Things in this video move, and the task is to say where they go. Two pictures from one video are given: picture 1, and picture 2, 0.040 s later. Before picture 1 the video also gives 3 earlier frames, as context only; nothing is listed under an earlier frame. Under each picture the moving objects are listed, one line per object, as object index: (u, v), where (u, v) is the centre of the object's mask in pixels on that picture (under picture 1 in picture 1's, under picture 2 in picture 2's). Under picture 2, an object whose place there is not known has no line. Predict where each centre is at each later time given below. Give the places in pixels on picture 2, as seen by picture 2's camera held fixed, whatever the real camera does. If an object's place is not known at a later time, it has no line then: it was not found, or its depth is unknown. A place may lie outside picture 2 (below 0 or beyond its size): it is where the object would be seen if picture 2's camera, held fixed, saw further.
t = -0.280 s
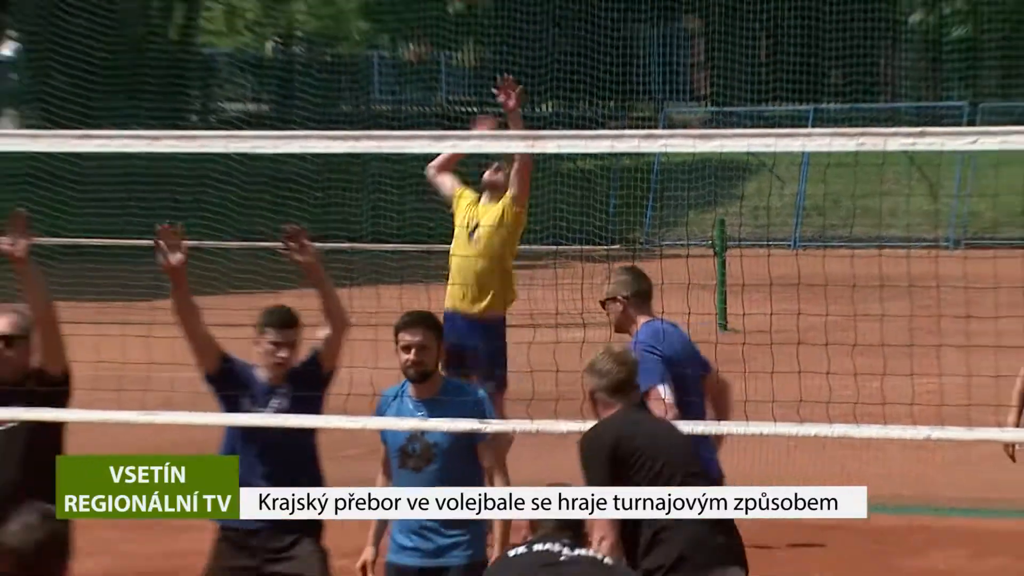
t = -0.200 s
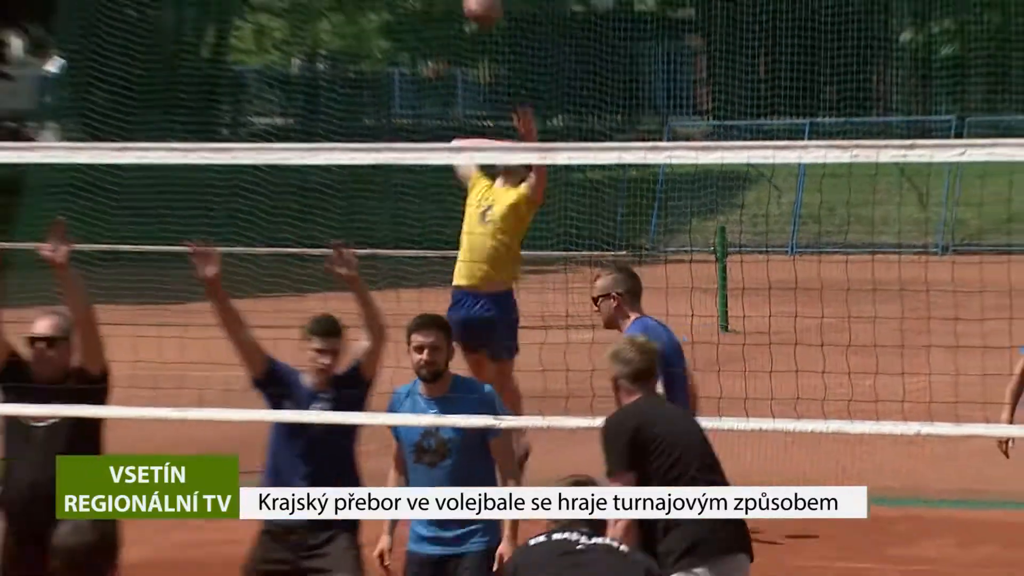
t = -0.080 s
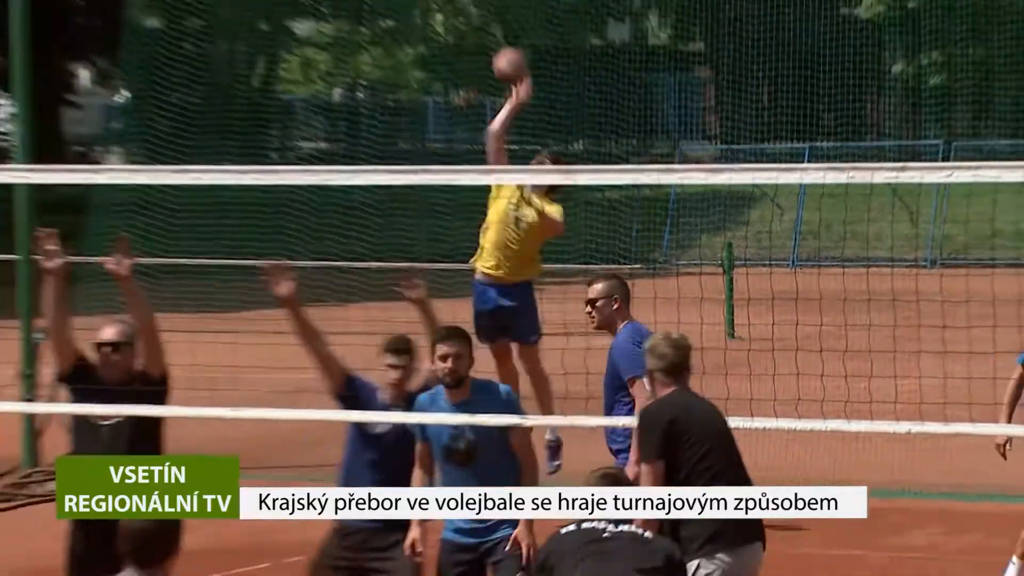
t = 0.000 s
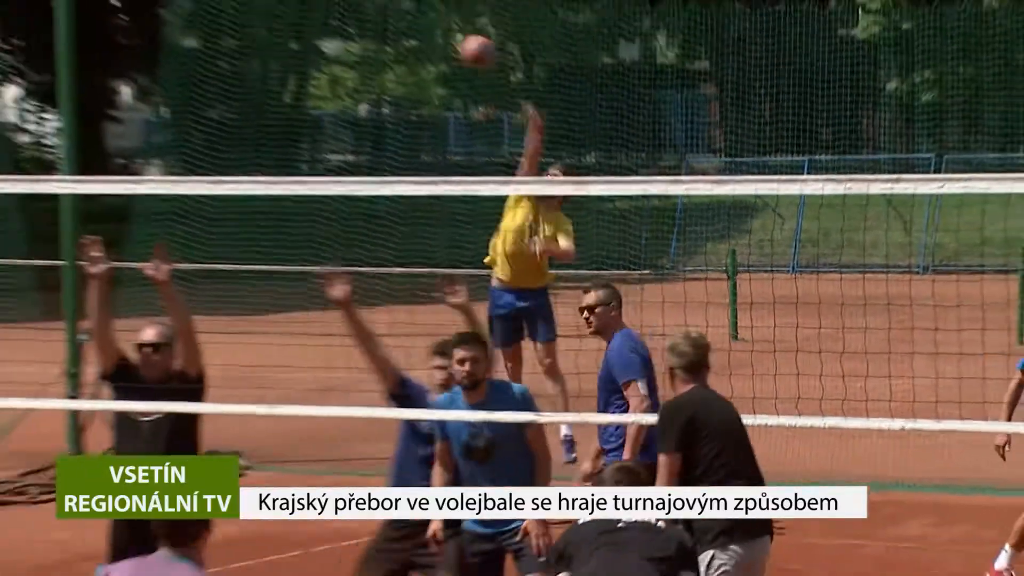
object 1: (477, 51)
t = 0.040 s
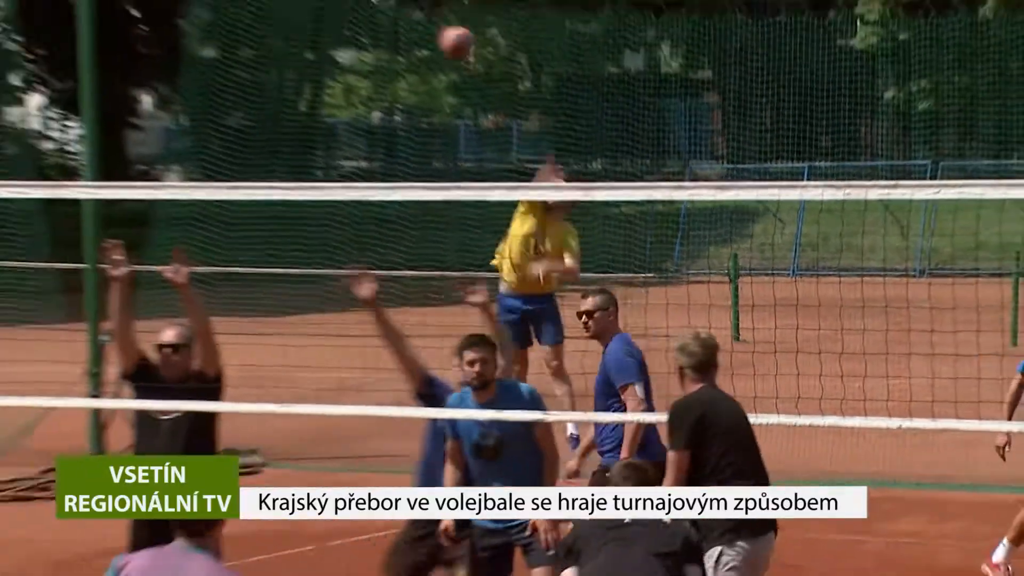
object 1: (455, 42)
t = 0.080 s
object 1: (422, 23)
